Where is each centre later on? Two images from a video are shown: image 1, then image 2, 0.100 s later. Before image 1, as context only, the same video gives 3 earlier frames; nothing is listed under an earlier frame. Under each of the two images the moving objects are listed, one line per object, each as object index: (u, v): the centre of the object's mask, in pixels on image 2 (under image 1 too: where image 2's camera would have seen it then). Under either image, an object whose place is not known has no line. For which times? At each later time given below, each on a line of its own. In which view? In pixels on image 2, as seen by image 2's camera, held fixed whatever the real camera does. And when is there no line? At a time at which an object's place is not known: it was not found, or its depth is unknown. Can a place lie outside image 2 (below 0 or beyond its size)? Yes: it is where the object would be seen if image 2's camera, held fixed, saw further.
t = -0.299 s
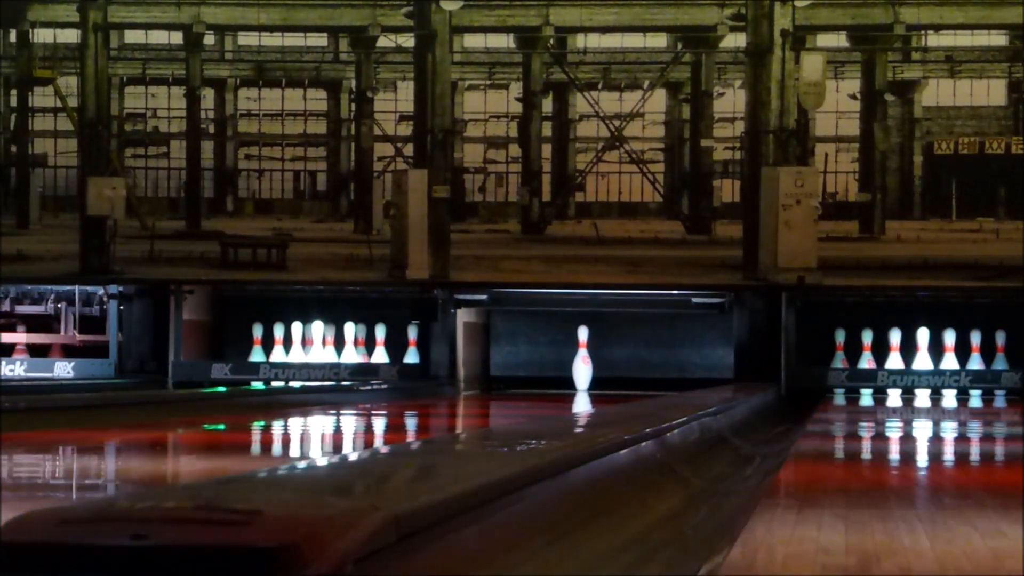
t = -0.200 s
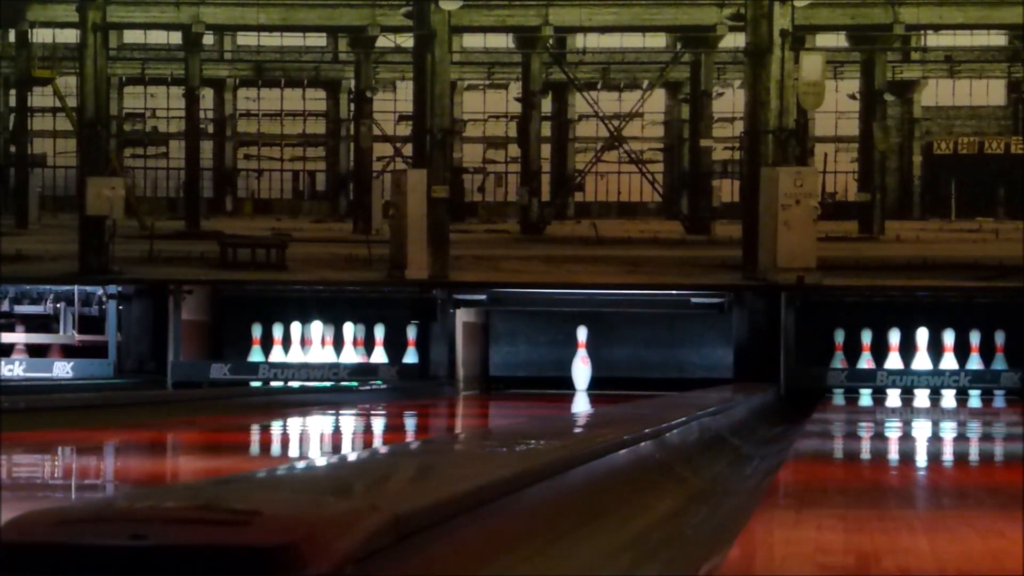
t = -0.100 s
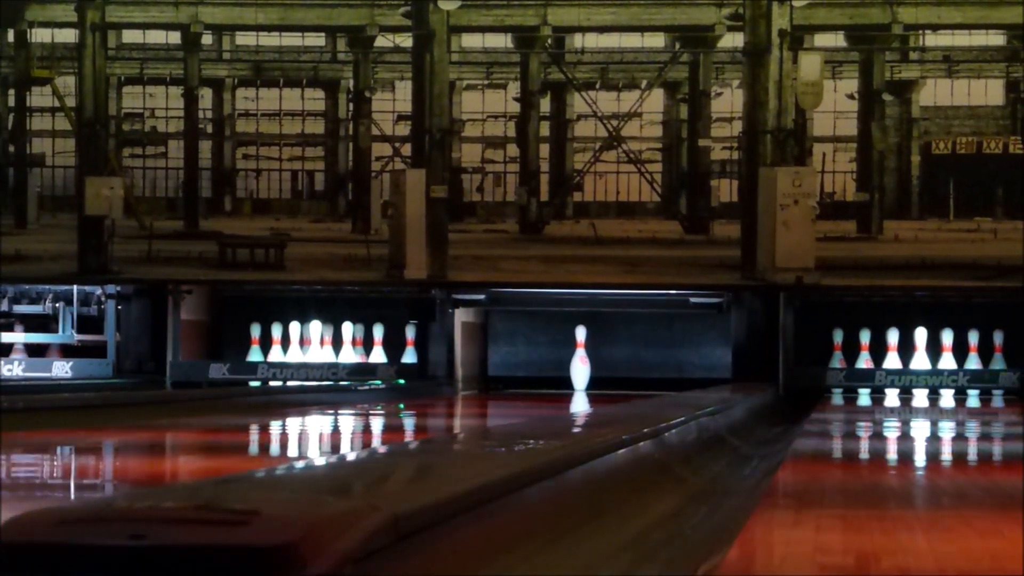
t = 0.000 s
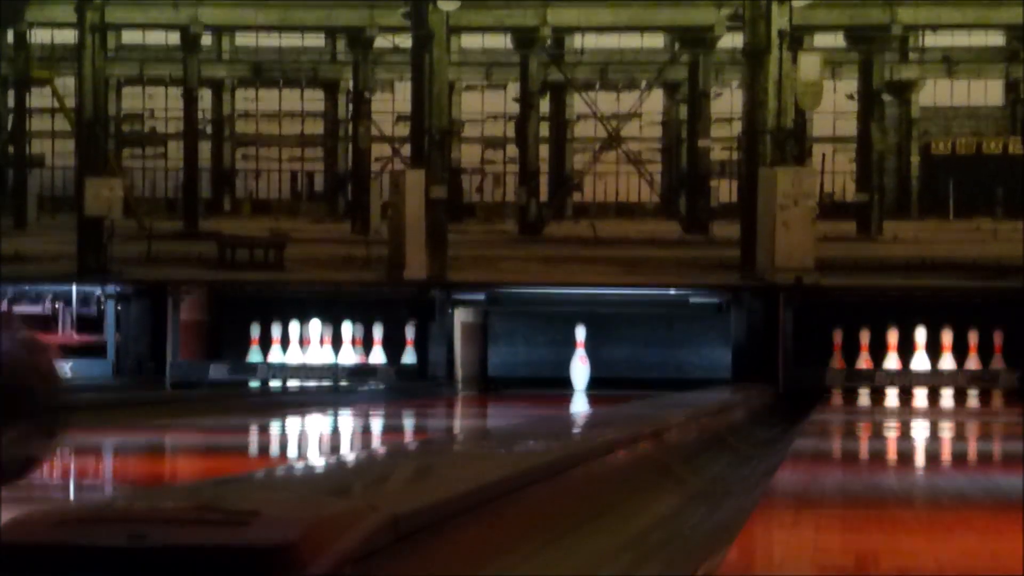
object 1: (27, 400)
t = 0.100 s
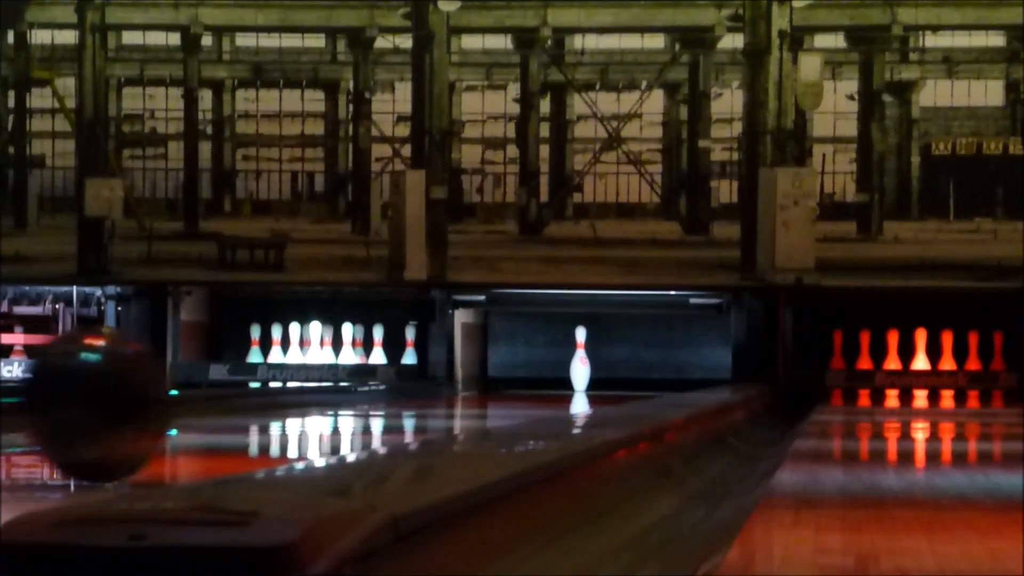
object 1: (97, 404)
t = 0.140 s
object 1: (137, 401)
